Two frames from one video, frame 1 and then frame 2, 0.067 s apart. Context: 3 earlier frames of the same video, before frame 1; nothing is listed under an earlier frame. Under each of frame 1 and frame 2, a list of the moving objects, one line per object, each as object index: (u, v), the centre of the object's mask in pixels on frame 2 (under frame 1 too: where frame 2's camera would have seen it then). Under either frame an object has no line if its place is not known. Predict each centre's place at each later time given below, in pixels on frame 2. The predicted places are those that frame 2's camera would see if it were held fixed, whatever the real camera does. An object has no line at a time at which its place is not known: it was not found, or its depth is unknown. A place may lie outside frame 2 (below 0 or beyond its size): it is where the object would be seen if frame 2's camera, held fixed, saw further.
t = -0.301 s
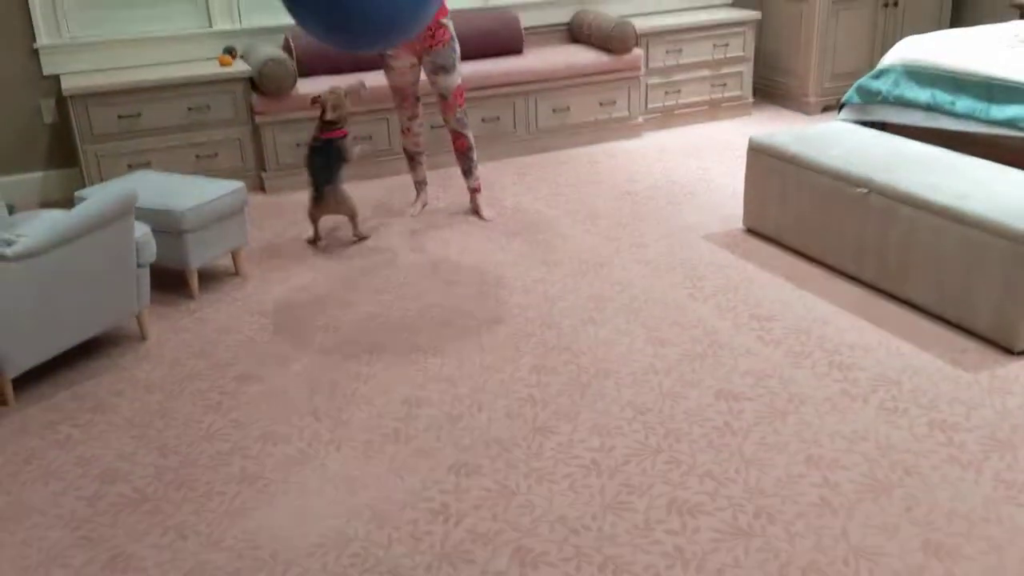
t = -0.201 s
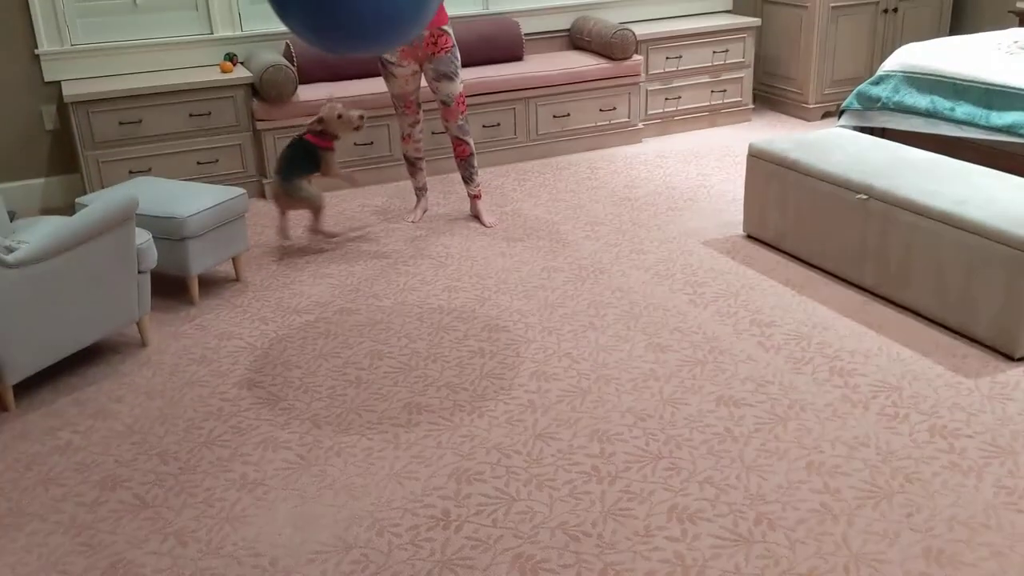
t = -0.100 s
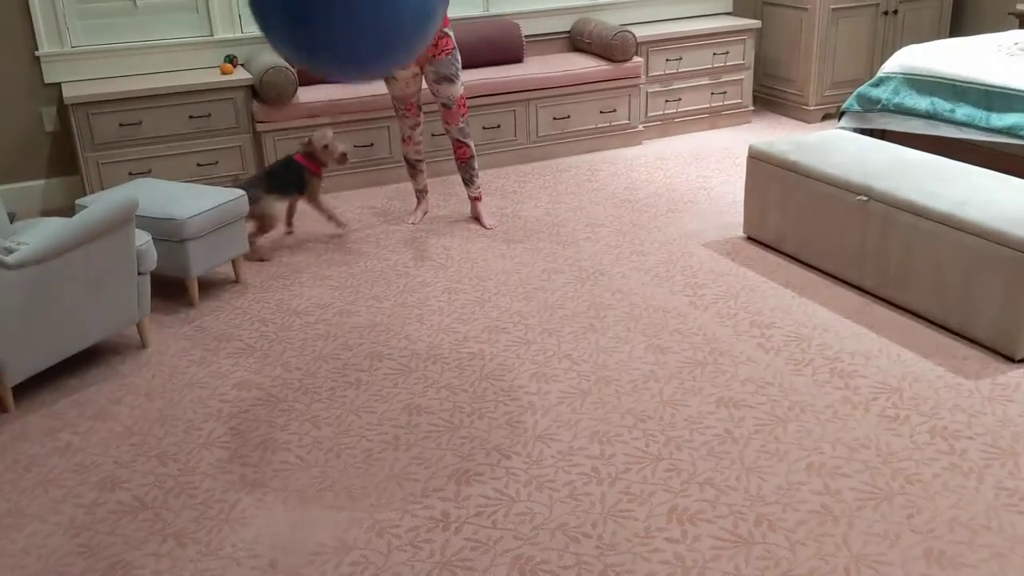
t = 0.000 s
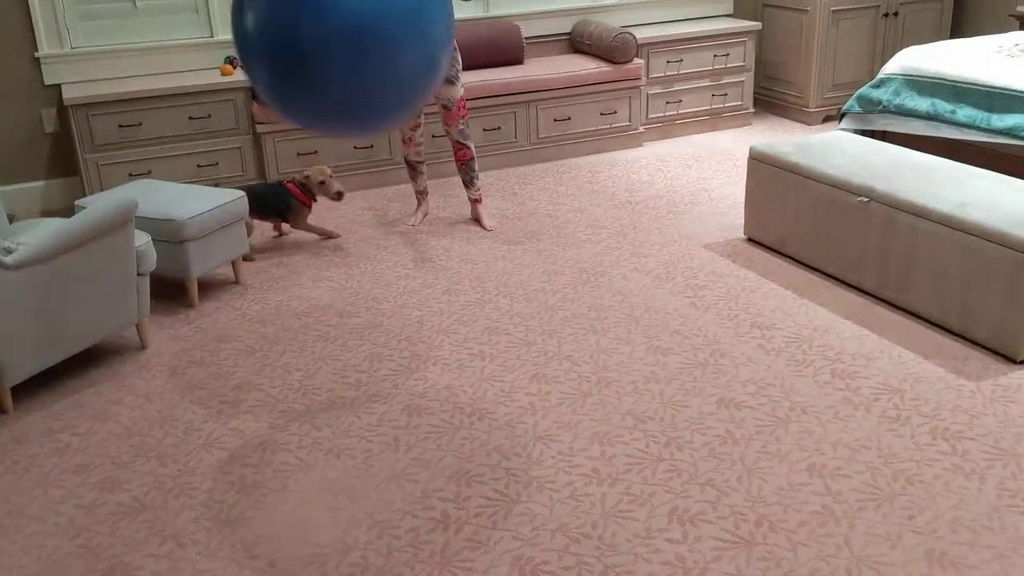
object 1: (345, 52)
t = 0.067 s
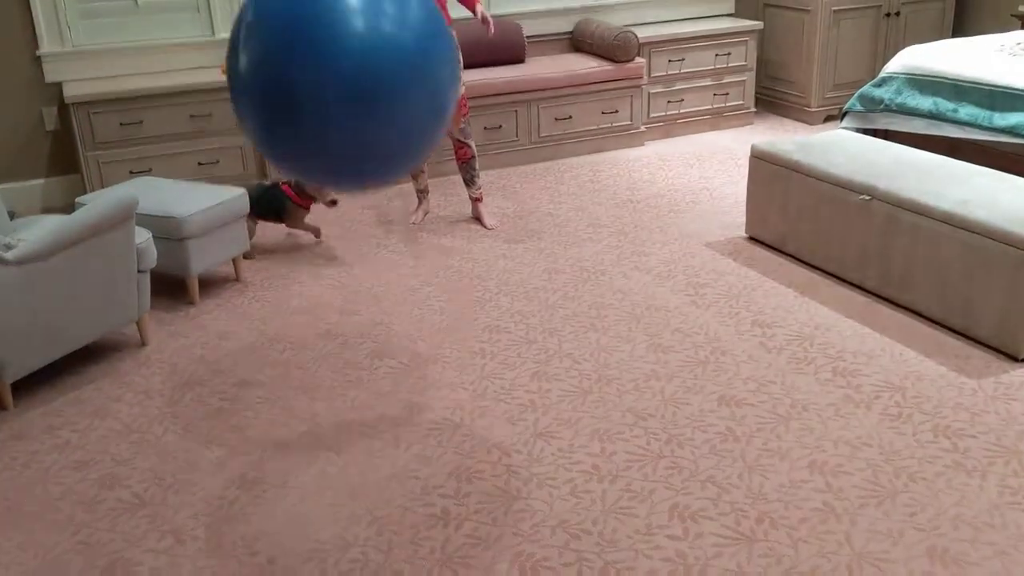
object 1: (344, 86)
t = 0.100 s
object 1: (342, 110)
